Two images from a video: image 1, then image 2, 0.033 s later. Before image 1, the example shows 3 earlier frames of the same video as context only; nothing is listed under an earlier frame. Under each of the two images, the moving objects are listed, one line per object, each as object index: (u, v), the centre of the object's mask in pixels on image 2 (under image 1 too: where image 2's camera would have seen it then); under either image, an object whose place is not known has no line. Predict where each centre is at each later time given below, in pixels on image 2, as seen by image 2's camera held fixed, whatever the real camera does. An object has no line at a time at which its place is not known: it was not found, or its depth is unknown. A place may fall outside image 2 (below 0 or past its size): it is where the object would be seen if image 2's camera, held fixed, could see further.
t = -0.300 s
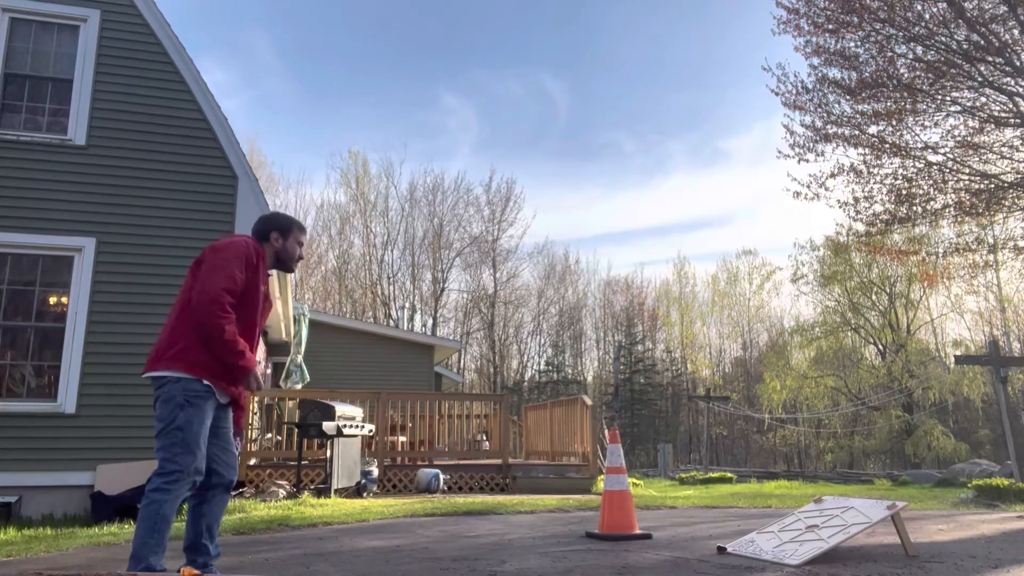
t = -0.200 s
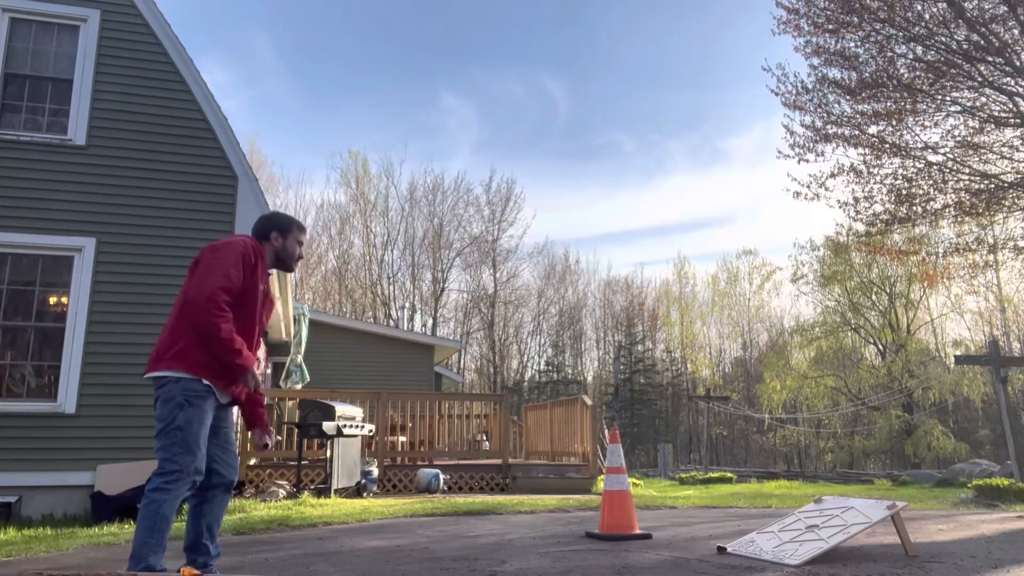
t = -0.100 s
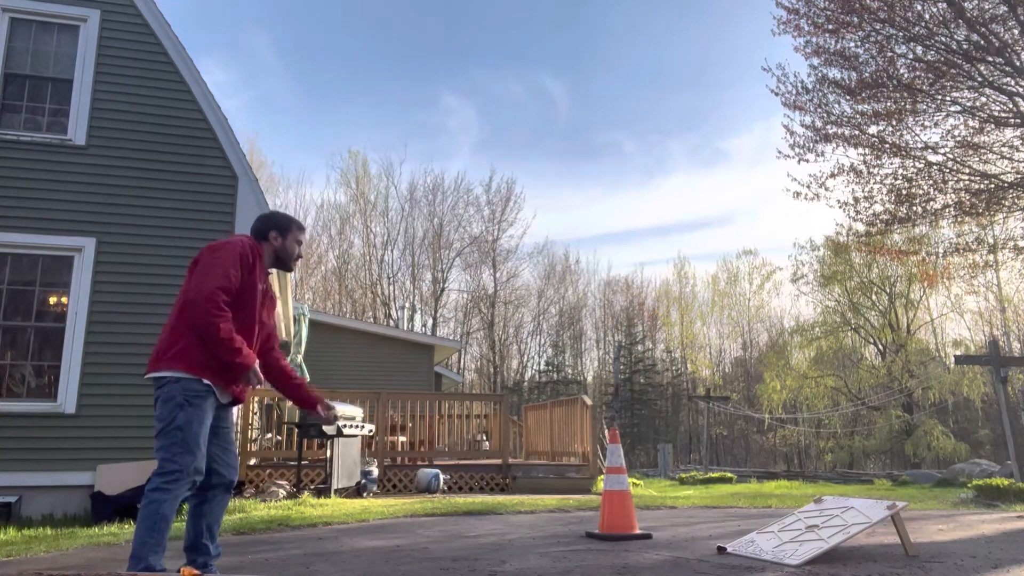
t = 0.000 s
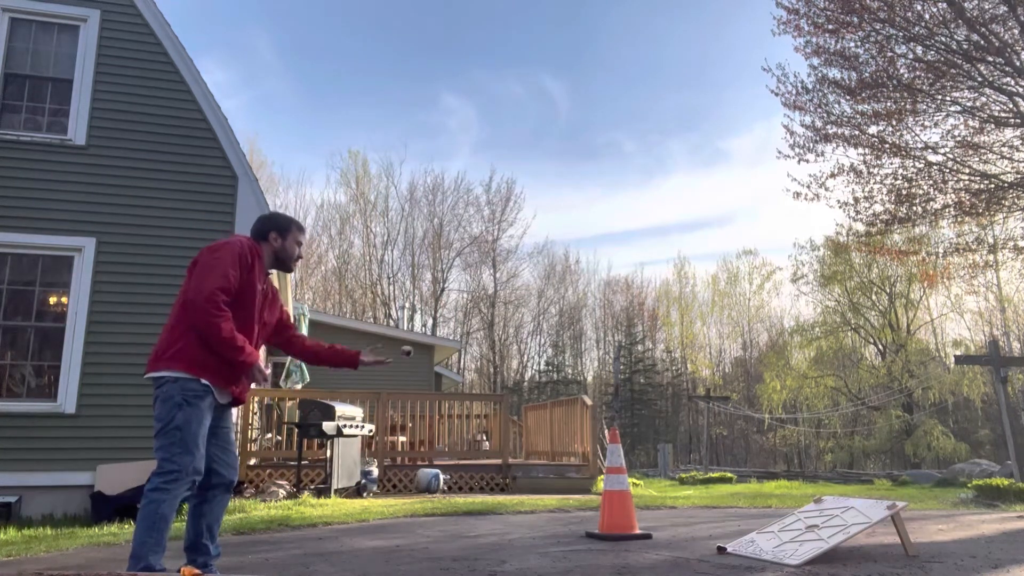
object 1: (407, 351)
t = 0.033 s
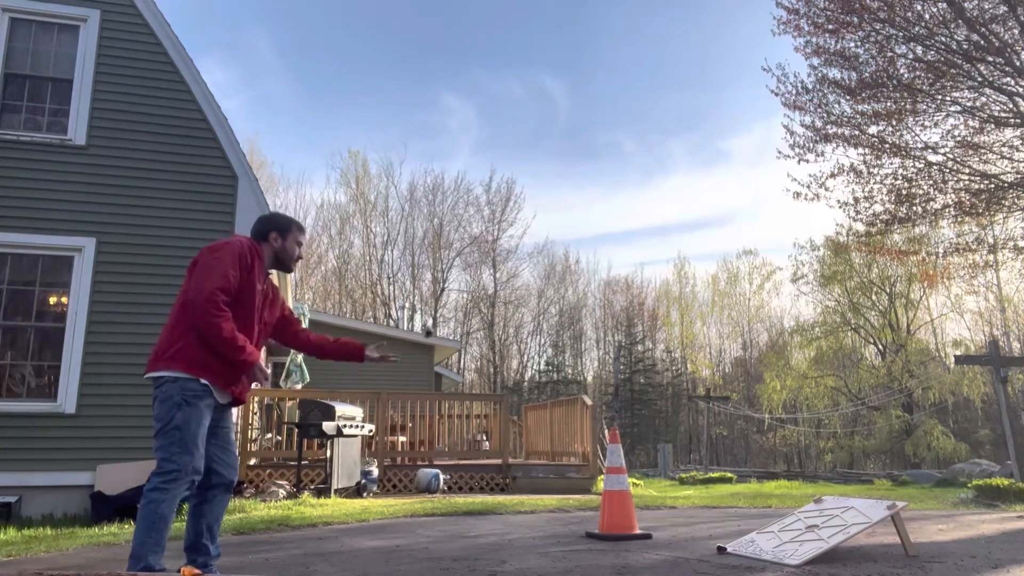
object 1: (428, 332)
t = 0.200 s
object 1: (528, 268)
